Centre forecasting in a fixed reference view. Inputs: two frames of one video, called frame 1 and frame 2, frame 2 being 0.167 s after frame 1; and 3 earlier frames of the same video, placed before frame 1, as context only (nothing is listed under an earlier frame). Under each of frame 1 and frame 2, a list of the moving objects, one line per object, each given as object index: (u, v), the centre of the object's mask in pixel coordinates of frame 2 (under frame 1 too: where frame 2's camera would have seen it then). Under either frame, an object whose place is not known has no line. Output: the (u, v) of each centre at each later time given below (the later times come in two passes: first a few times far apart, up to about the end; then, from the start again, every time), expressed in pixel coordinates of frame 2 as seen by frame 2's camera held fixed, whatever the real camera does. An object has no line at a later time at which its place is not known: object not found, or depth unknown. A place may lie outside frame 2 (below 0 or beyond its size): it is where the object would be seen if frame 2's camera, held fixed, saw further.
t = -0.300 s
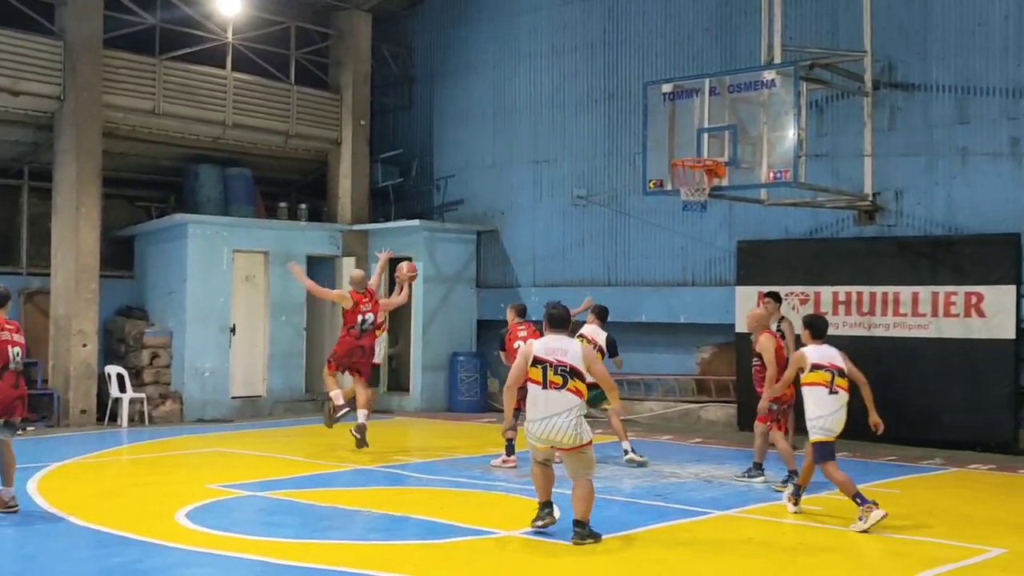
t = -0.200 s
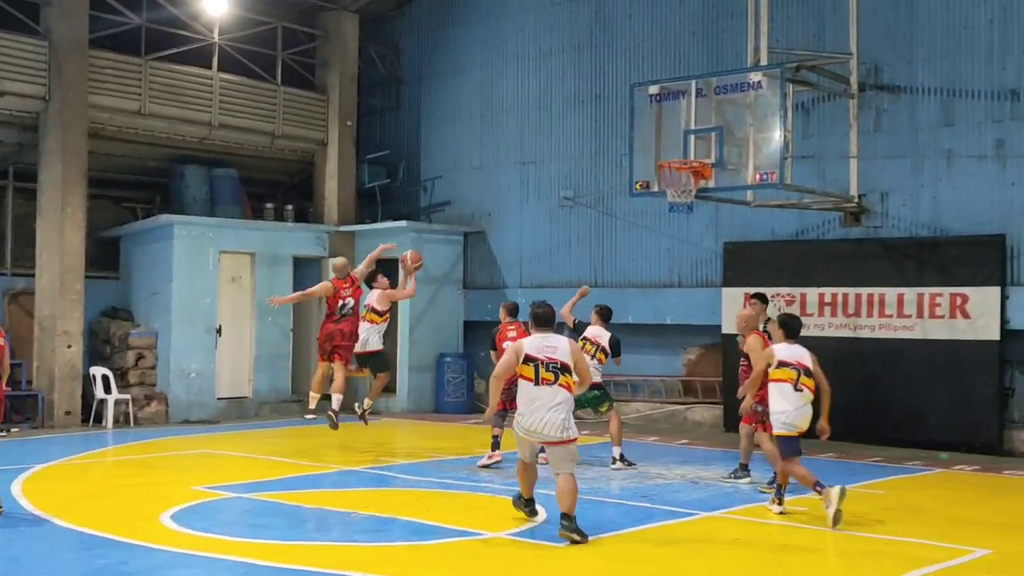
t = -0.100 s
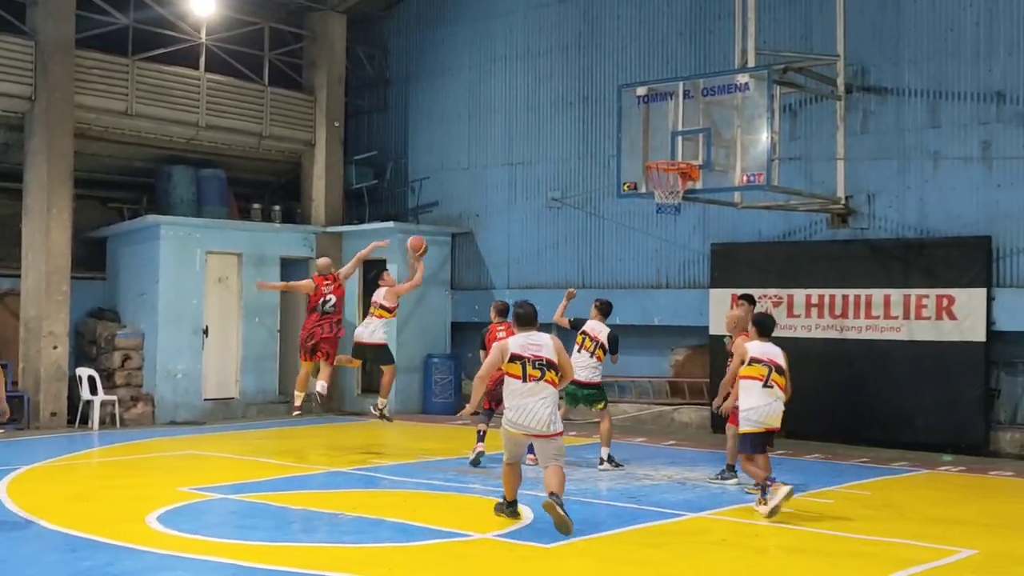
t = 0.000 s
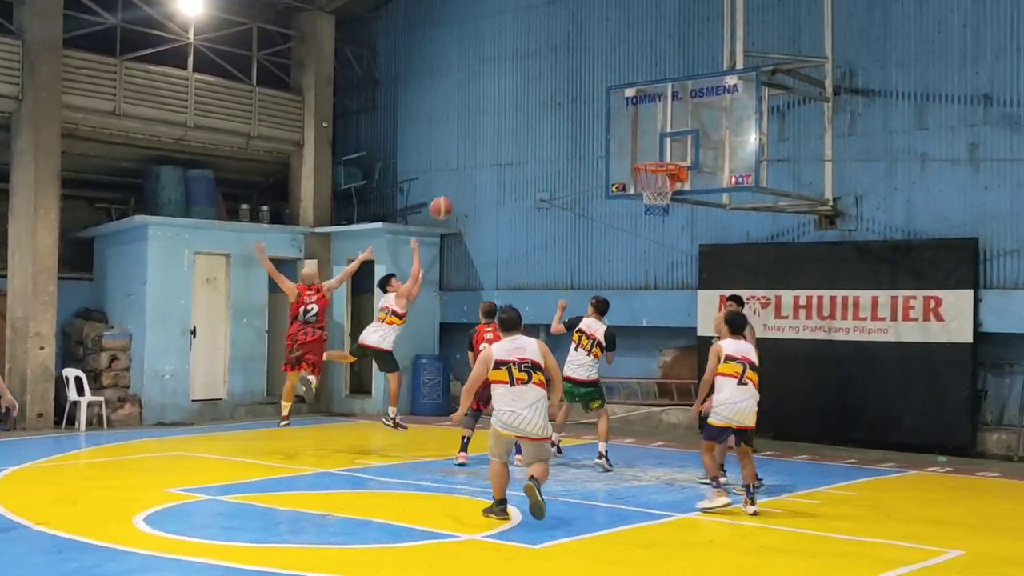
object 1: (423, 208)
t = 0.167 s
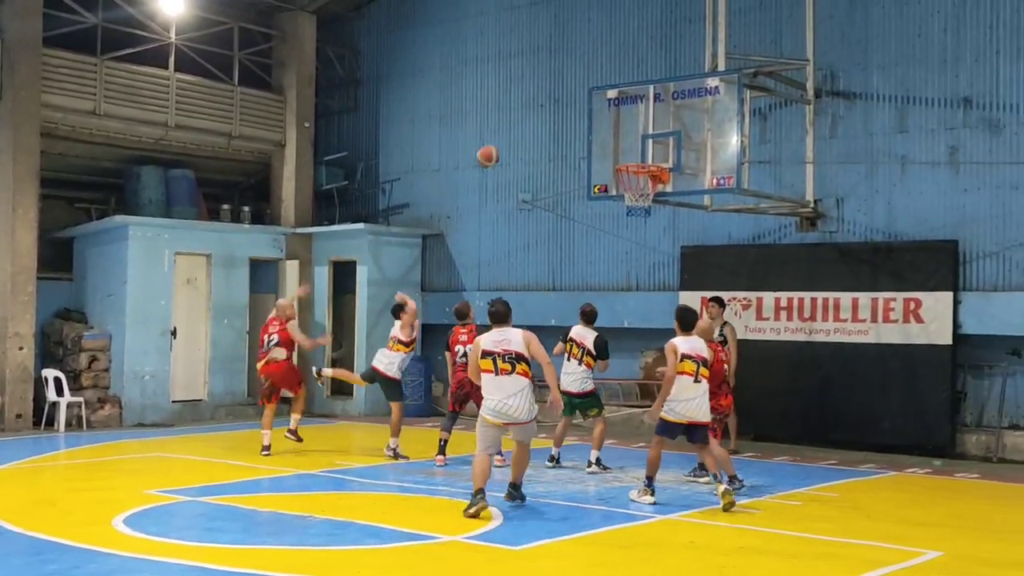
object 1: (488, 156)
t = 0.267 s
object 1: (526, 137)
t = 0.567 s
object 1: (635, 132)
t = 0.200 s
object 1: (500, 149)
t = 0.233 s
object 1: (514, 142)
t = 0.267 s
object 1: (526, 137)
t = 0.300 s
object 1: (538, 133)
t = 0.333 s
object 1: (551, 129)
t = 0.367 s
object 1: (564, 127)
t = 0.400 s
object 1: (577, 126)
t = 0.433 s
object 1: (590, 125)
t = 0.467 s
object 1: (603, 126)
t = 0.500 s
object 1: (616, 127)
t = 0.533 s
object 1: (628, 130)
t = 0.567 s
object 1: (635, 132)
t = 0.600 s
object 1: (636, 135)
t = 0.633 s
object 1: (637, 138)
